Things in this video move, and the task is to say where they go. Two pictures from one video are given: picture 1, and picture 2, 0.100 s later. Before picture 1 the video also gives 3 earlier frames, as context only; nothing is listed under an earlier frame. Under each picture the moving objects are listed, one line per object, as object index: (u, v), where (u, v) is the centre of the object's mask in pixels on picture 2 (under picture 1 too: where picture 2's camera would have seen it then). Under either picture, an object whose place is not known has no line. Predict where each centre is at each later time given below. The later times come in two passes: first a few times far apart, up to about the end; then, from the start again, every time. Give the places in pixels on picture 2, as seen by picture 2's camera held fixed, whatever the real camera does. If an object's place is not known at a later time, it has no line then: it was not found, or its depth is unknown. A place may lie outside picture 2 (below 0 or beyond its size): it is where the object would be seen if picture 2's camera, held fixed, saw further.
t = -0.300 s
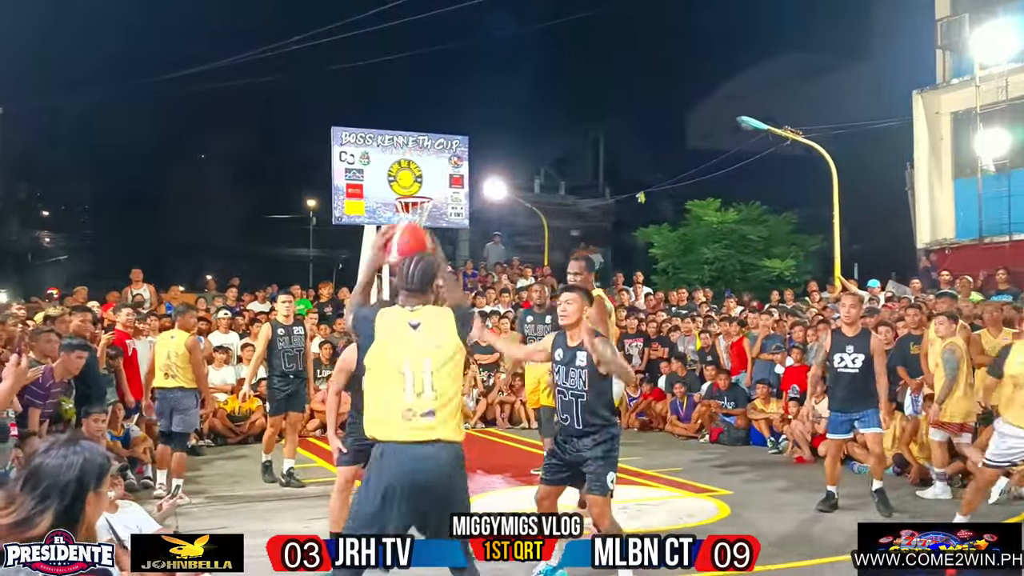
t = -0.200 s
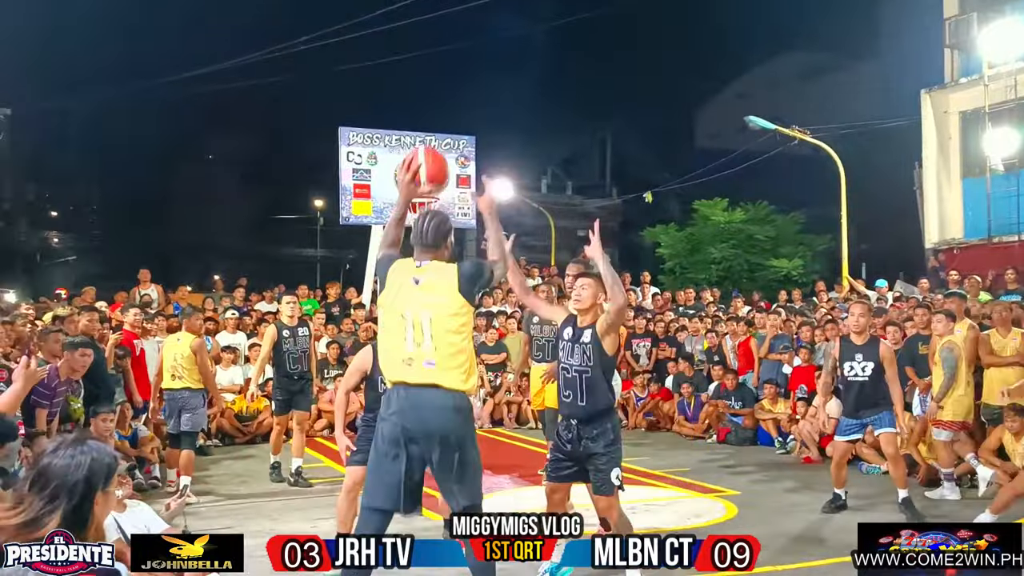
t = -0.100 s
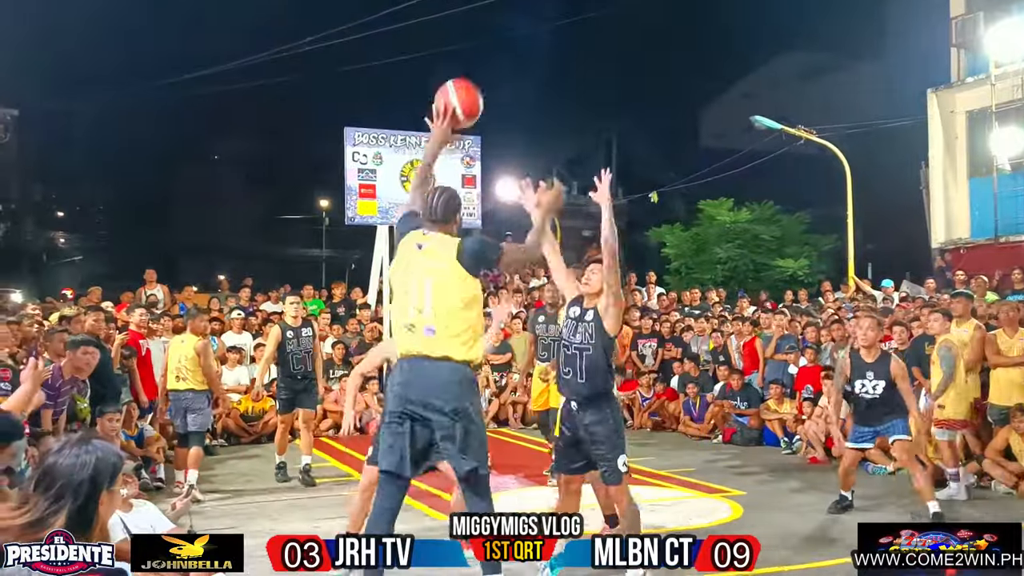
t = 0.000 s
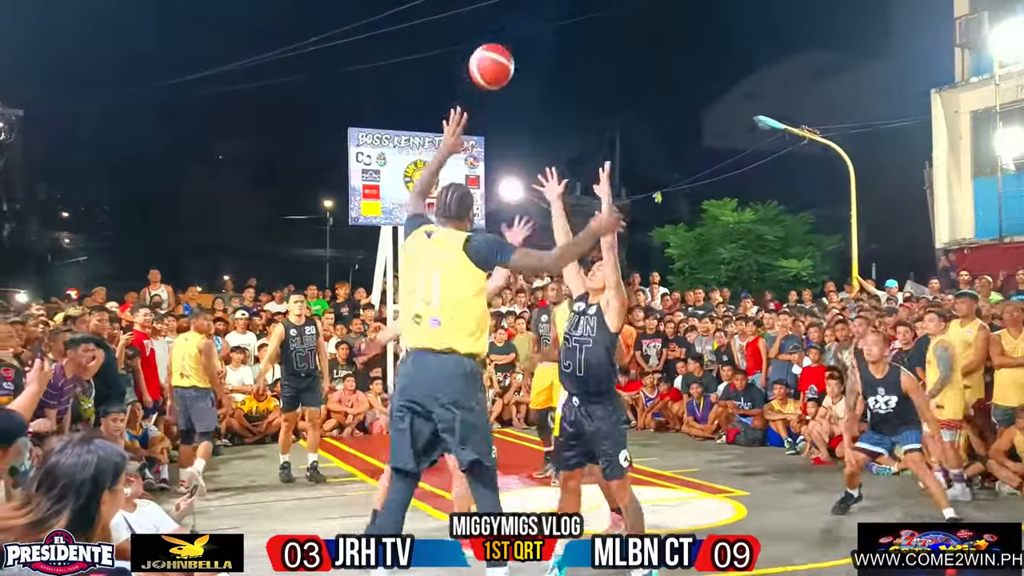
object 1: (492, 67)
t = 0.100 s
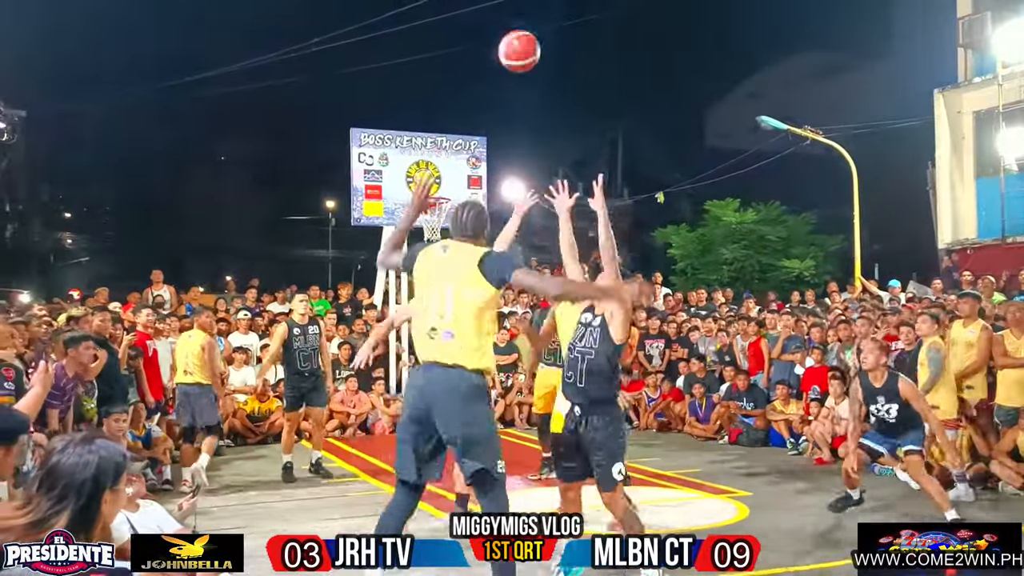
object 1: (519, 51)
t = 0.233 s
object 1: (548, 57)
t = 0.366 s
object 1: (572, 86)
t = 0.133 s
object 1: (527, 50)
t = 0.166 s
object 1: (534, 50)
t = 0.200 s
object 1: (541, 53)
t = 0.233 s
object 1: (548, 57)
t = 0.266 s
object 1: (554, 62)
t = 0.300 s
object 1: (560, 69)
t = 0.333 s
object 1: (566, 77)
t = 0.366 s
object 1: (572, 86)
